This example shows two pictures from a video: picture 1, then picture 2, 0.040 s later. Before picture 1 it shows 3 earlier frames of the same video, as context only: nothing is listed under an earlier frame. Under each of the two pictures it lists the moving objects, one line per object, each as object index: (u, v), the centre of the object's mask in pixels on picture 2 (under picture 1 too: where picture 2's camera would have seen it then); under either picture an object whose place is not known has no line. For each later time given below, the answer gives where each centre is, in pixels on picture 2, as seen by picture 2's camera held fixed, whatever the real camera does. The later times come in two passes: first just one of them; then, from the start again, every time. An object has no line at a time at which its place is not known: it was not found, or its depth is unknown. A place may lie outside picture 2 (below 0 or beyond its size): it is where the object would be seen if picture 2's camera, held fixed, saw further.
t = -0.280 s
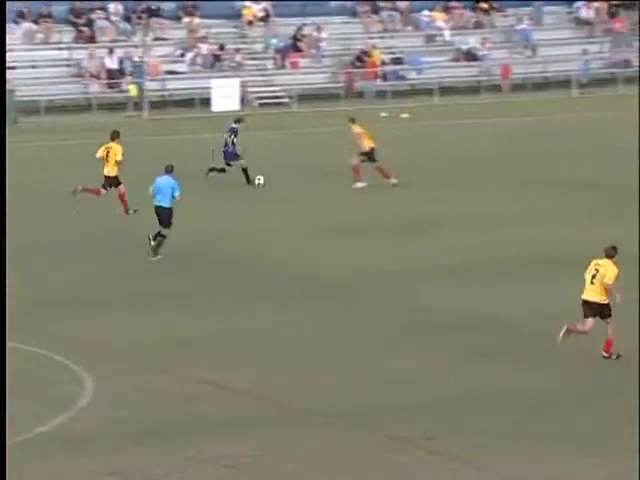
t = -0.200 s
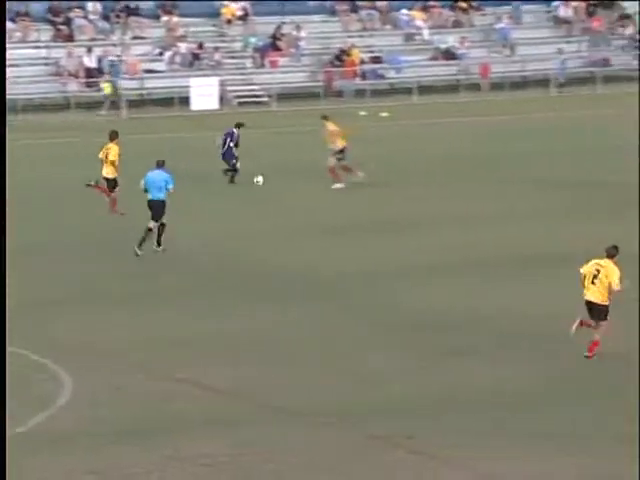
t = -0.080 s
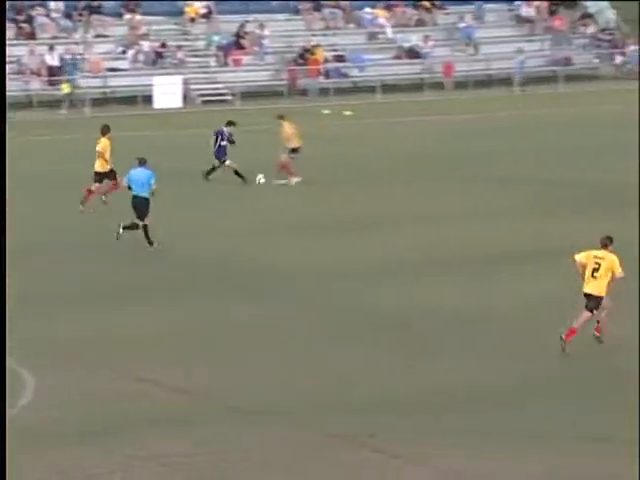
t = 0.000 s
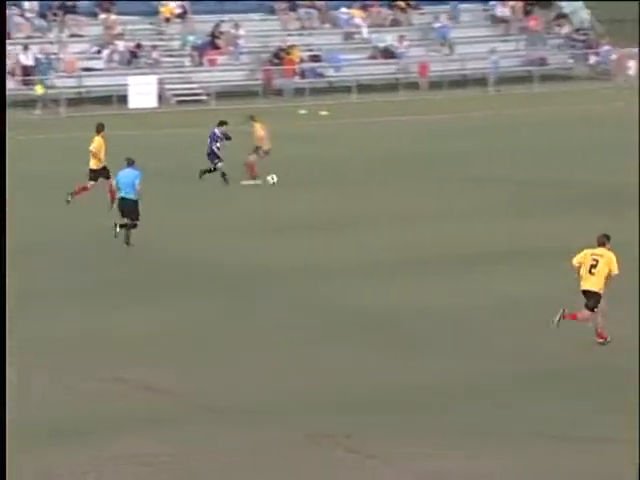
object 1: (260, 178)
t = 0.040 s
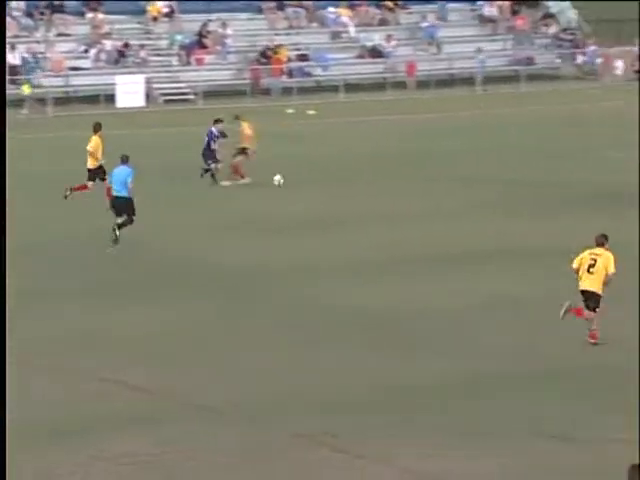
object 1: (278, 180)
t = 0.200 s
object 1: (346, 191)
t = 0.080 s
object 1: (295, 181)
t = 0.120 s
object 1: (312, 183)
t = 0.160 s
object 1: (329, 187)
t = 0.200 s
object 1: (346, 191)
